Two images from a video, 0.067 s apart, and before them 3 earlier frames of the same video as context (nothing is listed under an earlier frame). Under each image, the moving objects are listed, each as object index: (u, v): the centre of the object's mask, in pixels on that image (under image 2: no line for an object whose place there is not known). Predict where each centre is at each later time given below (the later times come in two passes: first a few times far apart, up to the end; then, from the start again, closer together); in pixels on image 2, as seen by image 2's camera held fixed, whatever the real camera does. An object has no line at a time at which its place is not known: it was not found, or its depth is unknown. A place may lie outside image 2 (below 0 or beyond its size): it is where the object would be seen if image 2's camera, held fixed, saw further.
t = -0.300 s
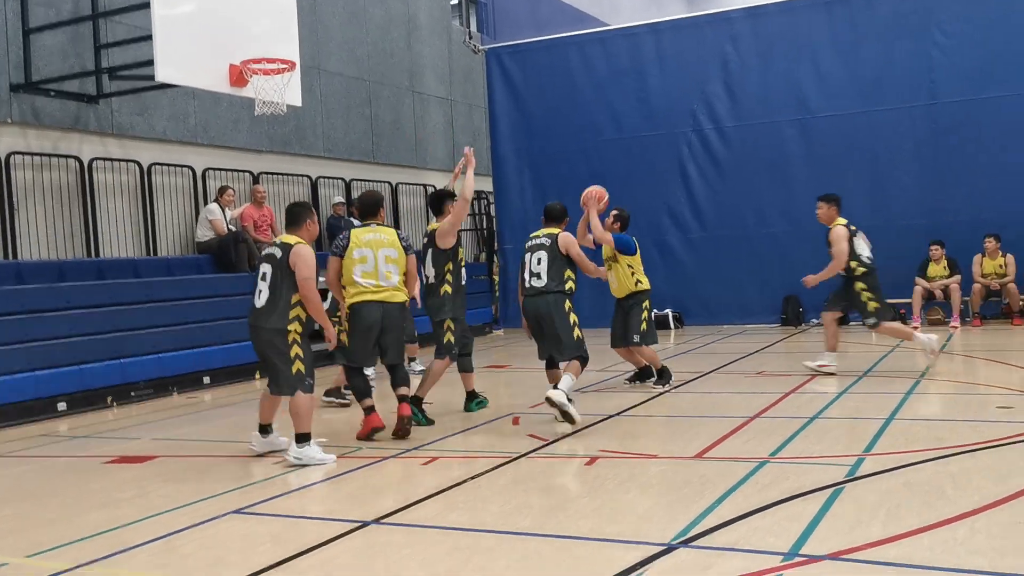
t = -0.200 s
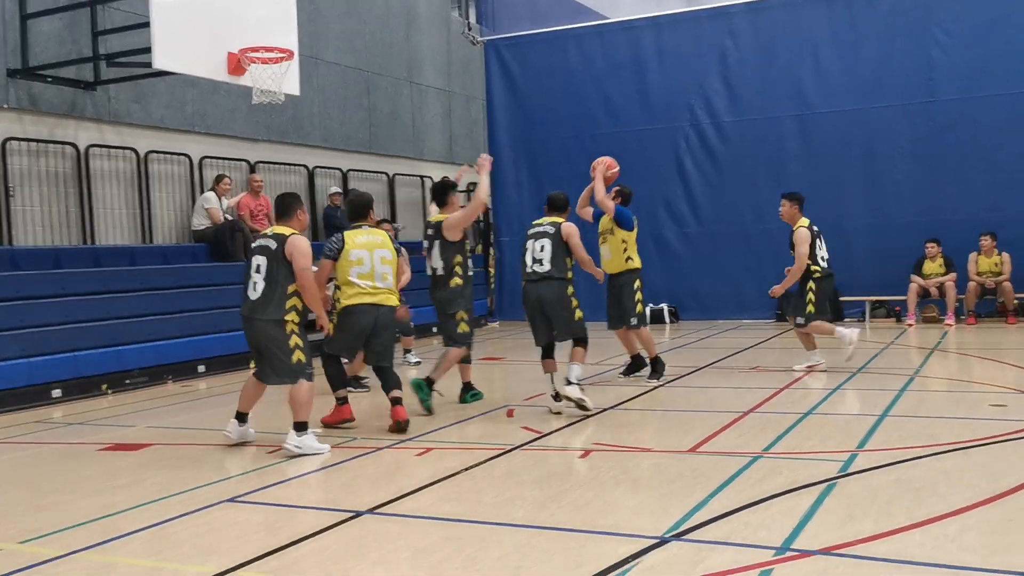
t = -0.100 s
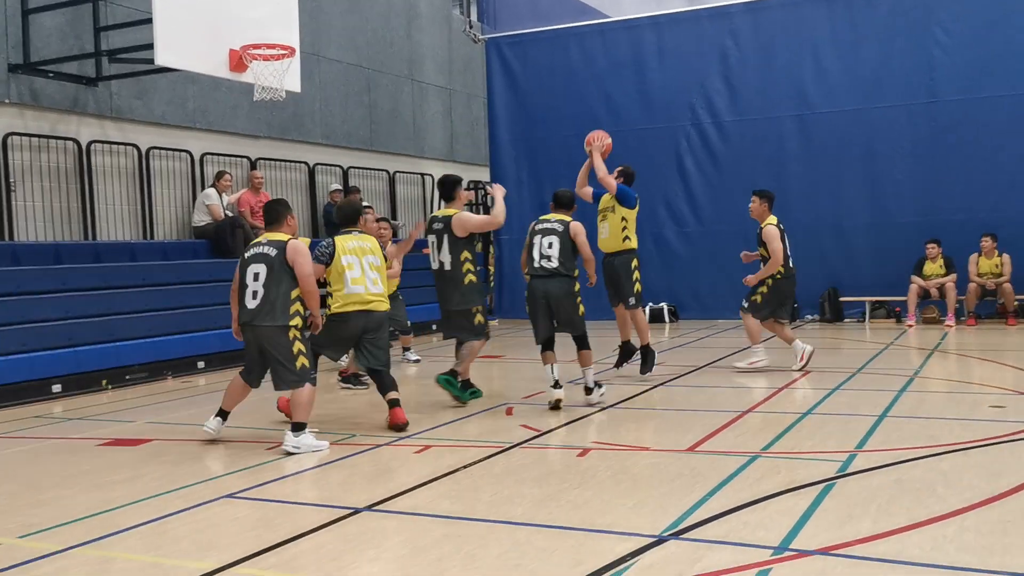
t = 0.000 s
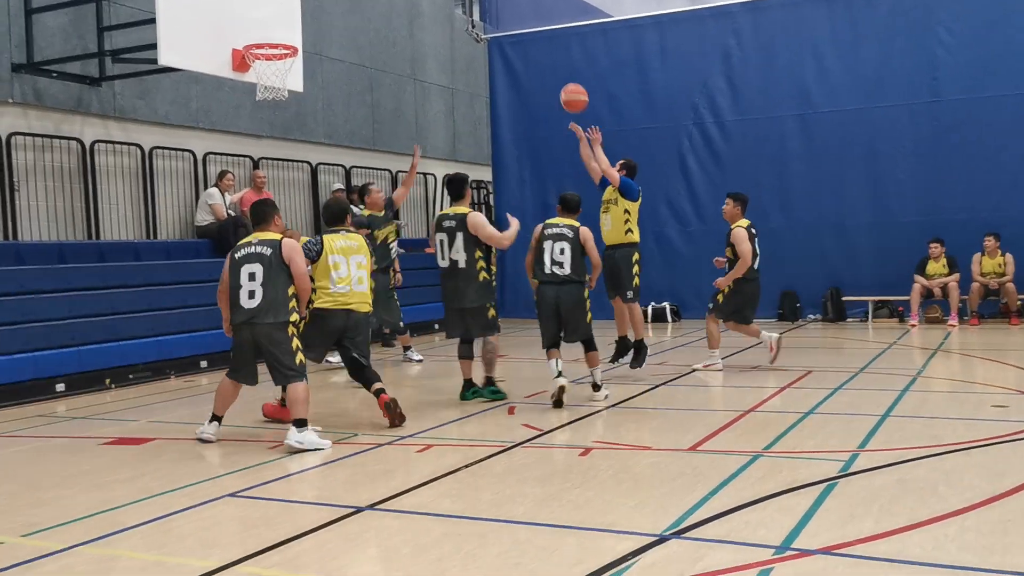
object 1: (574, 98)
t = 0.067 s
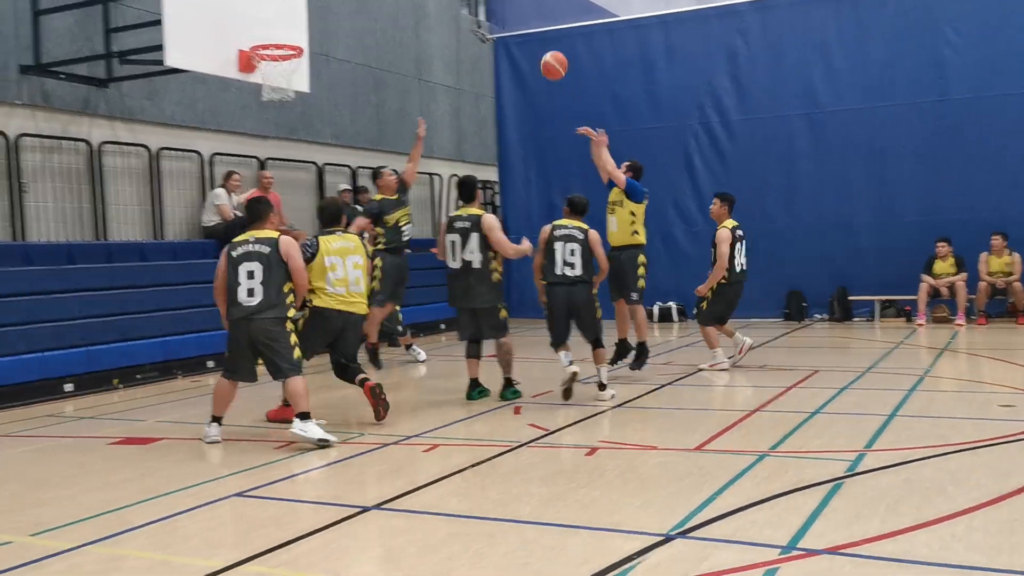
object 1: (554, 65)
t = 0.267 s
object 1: (479, 5)
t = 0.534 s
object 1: (384, -11)
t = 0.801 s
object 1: (294, 35)
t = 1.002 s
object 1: (253, 95)
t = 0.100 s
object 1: (541, 51)
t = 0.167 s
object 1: (516, 26)
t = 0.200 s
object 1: (503, 16)
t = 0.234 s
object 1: (491, 9)
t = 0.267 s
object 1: (479, 5)
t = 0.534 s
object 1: (384, -11)
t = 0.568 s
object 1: (374, -11)
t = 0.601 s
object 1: (362, -10)
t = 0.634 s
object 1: (351, -8)
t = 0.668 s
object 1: (339, -3)
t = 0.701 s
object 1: (328, 5)
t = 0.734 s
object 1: (317, 13)
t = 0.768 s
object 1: (307, 24)
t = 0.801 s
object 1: (294, 35)
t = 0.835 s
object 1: (283, 50)
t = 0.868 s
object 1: (272, 62)
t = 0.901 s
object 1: (263, 75)
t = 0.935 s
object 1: (258, 81)
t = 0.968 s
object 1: (256, 89)
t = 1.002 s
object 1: (253, 95)
